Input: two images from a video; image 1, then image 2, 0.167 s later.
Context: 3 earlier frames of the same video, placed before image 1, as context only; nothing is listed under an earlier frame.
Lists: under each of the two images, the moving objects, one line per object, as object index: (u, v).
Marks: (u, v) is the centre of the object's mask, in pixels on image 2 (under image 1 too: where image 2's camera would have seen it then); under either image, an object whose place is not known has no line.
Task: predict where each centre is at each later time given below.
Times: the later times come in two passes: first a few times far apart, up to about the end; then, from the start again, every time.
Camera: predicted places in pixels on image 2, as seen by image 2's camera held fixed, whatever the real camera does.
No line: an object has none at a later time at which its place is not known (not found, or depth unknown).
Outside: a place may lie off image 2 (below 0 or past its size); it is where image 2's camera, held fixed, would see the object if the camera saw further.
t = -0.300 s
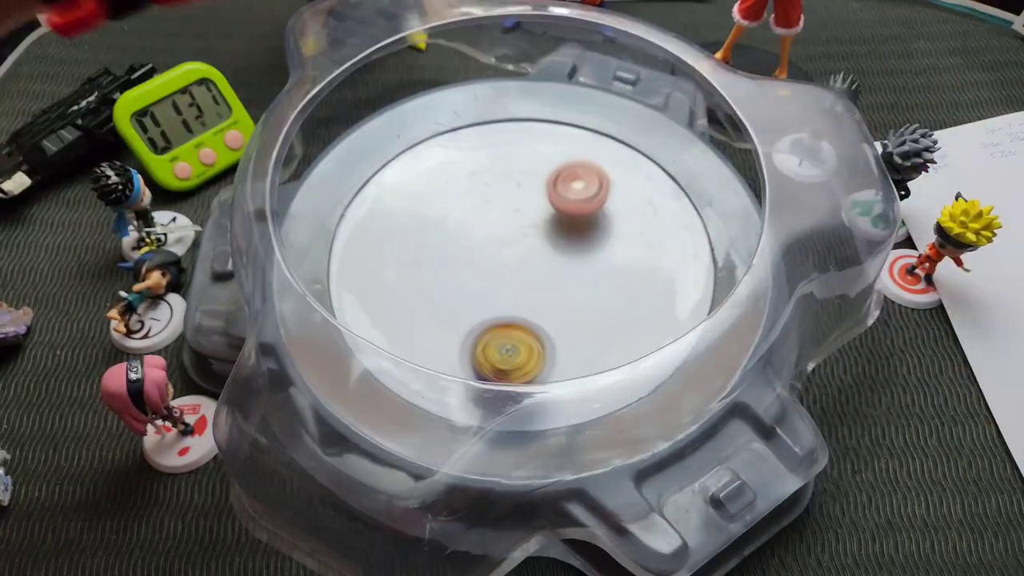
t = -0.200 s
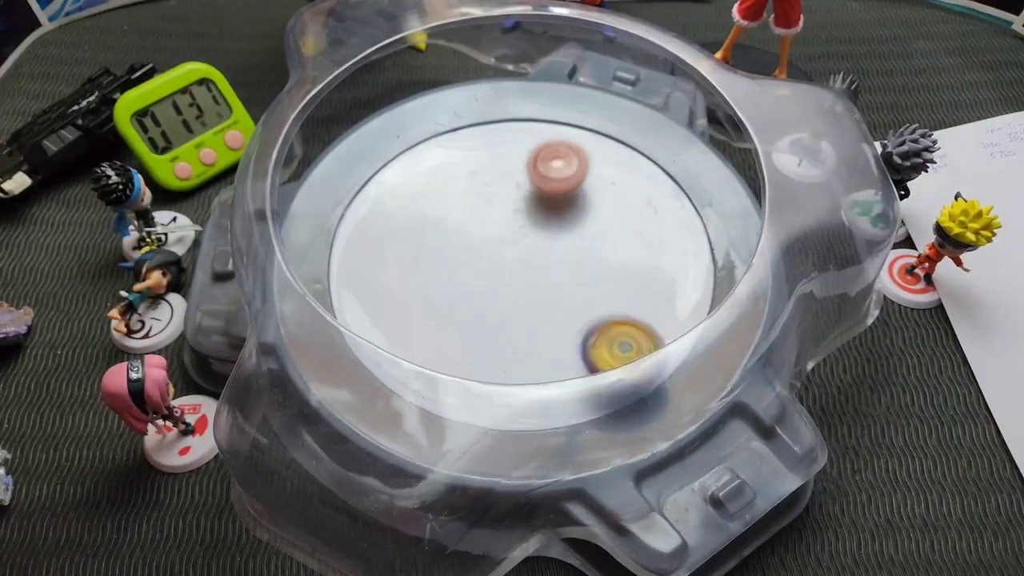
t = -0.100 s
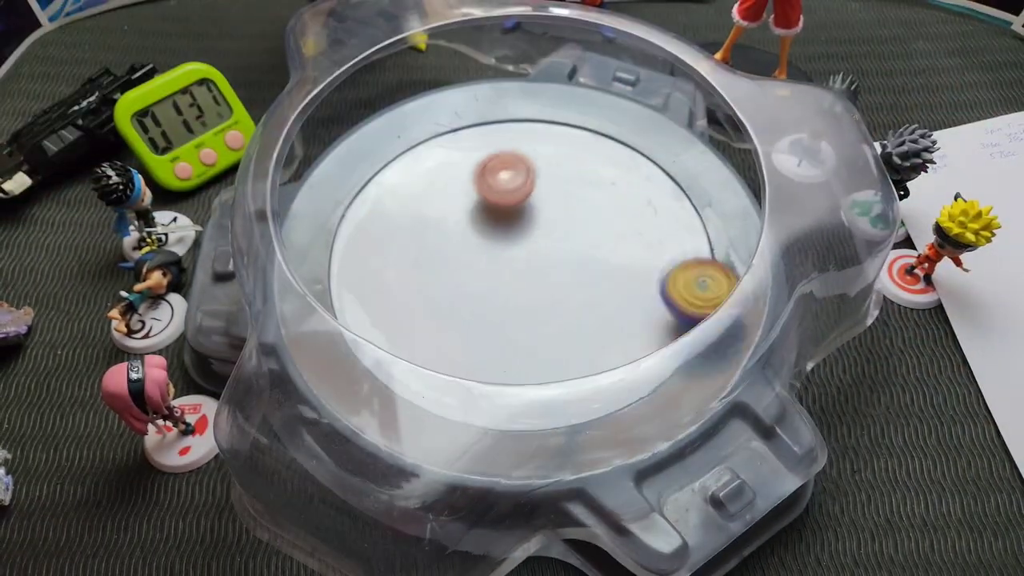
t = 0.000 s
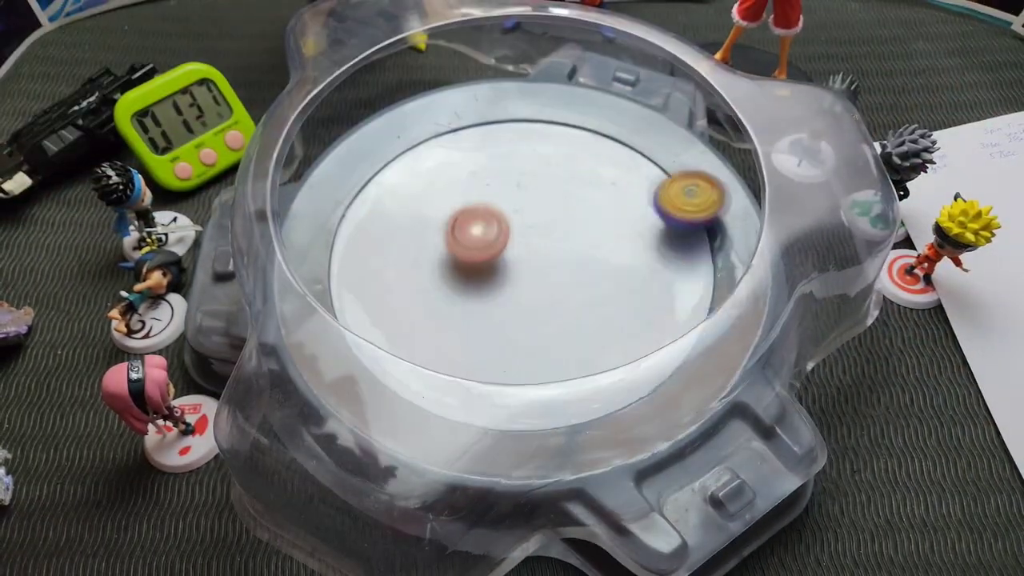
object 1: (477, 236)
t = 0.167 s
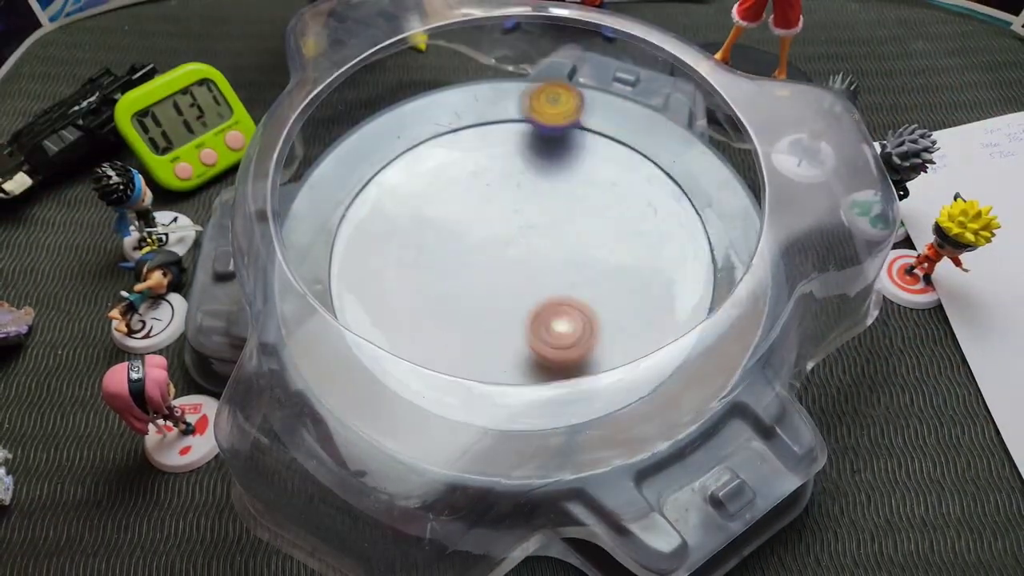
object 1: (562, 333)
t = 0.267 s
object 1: (658, 322)
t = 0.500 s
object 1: (660, 170)
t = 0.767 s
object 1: (428, 198)
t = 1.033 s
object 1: (481, 375)
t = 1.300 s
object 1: (698, 277)
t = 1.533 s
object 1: (539, 166)
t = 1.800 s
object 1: (342, 255)
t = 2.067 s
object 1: (519, 375)
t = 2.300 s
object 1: (633, 244)
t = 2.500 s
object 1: (510, 138)
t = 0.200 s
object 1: (595, 338)
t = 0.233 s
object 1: (628, 334)
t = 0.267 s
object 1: (658, 322)
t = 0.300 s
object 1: (687, 307)
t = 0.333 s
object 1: (703, 286)
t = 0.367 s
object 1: (710, 266)
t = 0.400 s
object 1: (706, 240)
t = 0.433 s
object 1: (697, 212)
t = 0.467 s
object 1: (681, 190)
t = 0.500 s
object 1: (660, 170)
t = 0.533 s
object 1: (634, 154)
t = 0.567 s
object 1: (602, 146)
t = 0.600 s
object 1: (571, 143)
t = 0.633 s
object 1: (537, 144)
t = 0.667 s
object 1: (507, 149)
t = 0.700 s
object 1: (478, 162)
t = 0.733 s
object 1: (450, 178)
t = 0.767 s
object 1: (428, 198)
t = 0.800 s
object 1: (412, 222)
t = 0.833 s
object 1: (400, 250)
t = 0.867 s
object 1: (395, 279)
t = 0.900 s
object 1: (396, 308)
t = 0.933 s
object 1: (406, 332)
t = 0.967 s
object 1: (422, 352)
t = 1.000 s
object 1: (446, 365)
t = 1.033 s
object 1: (481, 375)
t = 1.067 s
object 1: (514, 377)
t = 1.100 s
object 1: (552, 409)
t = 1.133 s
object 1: (592, 402)
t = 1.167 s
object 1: (627, 379)
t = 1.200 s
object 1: (655, 352)
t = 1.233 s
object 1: (675, 324)
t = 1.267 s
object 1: (692, 302)
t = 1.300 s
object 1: (698, 277)
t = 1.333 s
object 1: (689, 250)
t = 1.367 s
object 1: (674, 227)
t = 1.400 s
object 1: (652, 208)
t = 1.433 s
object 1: (626, 192)
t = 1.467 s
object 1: (598, 181)
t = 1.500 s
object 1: (570, 172)
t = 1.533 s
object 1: (539, 166)
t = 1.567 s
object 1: (509, 166)
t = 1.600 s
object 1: (480, 169)
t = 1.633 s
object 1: (452, 176)
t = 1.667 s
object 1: (425, 186)
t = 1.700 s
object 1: (402, 199)
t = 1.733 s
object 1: (379, 215)
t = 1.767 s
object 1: (359, 234)
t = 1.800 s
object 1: (342, 255)
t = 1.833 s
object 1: (335, 275)
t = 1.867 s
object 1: (346, 296)
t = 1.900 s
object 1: (366, 316)
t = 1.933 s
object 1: (390, 336)
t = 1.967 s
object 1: (417, 351)
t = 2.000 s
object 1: (449, 364)
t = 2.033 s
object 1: (486, 374)
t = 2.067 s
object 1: (519, 375)
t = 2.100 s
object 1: (555, 383)
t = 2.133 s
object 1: (583, 360)
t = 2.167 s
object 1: (609, 346)
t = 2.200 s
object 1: (627, 328)
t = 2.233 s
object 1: (637, 297)
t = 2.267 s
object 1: (639, 270)
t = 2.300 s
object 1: (633, 244)
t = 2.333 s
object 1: (621, 217)
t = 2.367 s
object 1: (604, 196)
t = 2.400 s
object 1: (585, 177)
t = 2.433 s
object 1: (563, 161)
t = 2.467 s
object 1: (537, 147)
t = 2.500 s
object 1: (510, 138)
